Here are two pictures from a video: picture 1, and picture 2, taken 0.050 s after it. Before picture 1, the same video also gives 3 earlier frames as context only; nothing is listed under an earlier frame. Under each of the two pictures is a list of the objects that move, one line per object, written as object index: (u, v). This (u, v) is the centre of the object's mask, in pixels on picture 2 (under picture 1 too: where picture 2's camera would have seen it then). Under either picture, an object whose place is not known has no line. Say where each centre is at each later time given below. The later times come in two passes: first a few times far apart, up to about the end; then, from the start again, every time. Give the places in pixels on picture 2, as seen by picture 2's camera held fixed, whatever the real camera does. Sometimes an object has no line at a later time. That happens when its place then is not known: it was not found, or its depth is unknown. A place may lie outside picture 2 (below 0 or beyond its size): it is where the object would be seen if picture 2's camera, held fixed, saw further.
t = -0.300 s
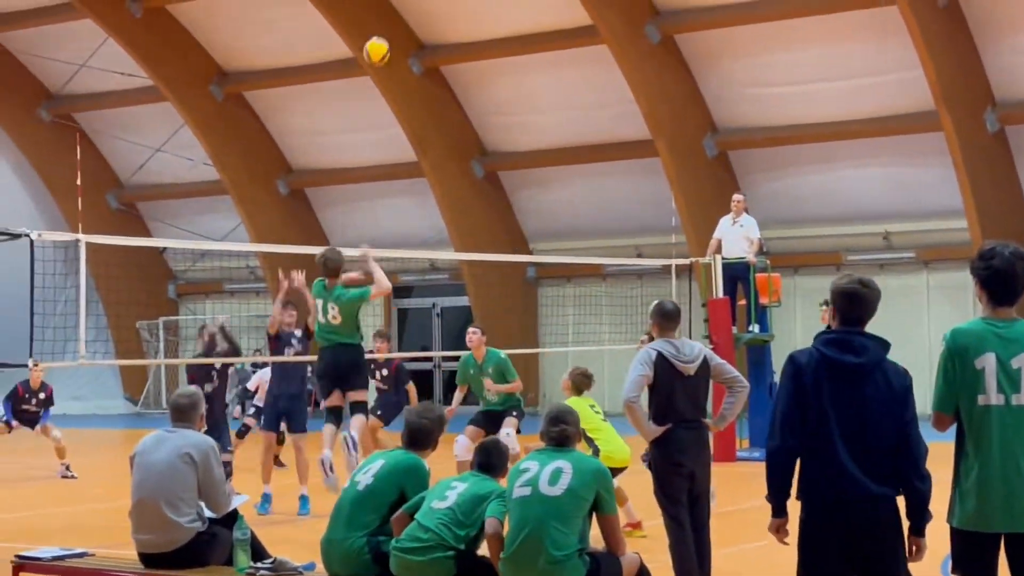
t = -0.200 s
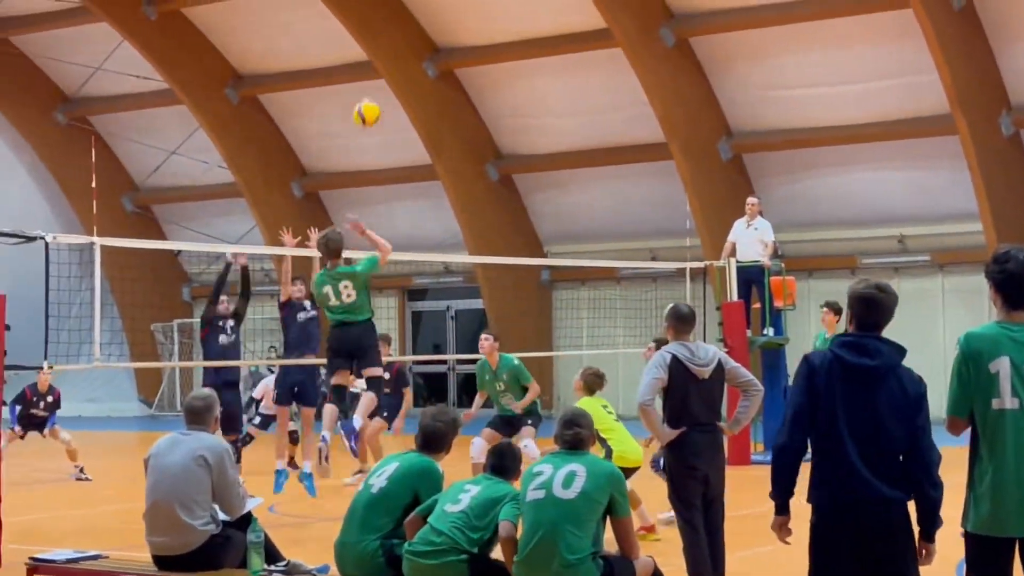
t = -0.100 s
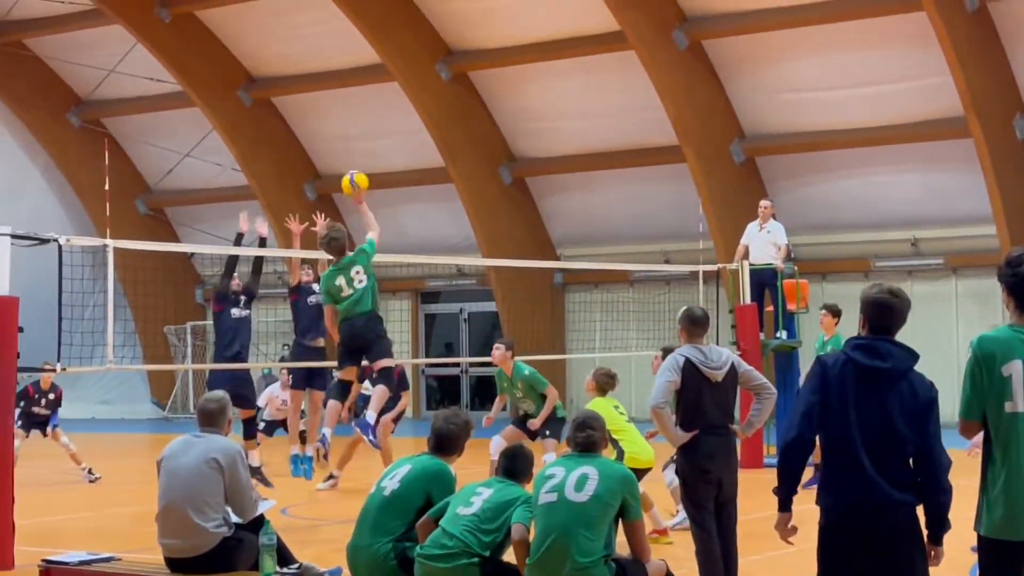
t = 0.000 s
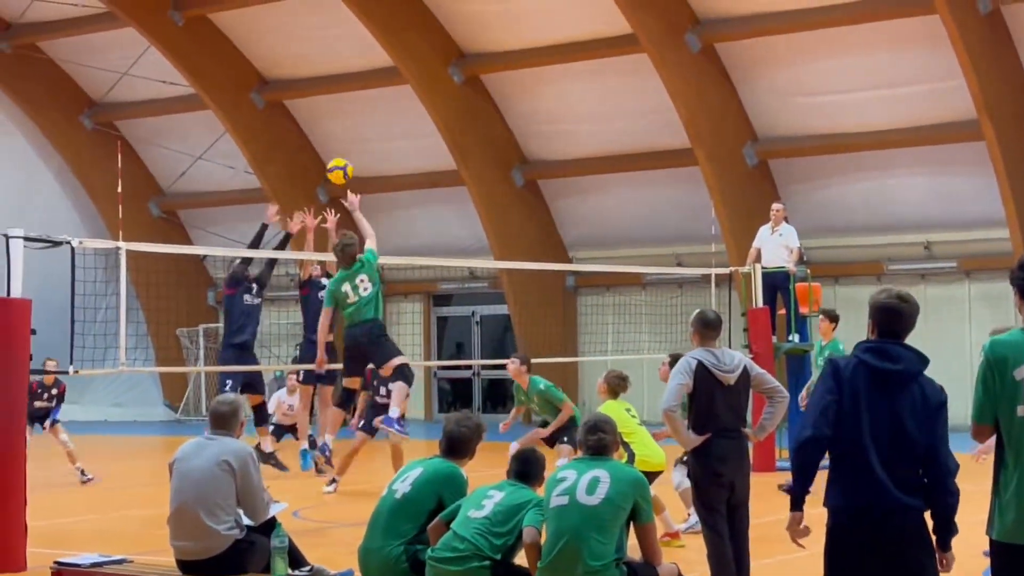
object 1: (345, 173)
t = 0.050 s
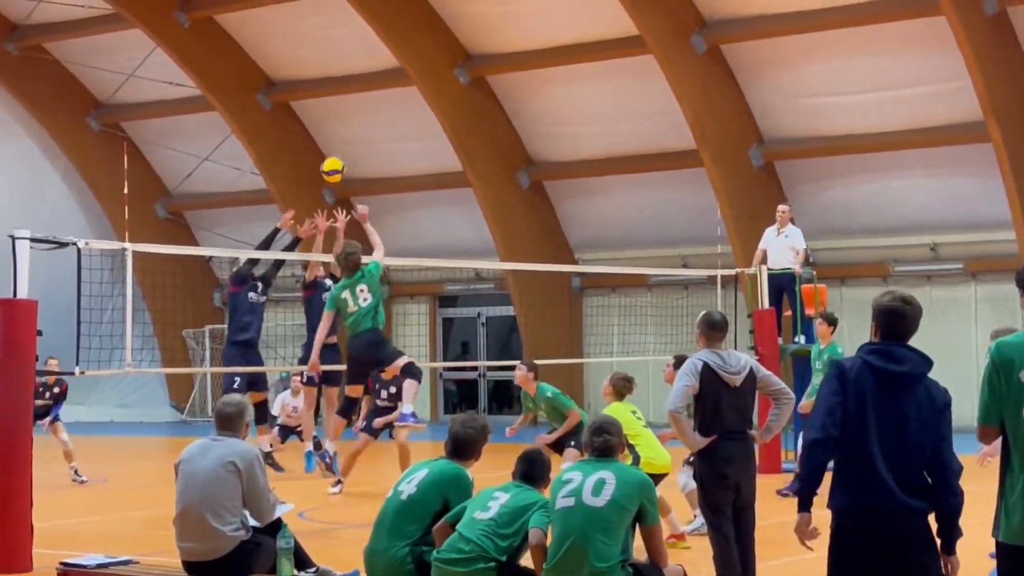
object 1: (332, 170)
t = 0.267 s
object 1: (286, 191)
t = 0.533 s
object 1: (239, 275)
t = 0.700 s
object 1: (214, 348)
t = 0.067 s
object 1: (328, 170)
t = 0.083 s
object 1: (325, 170)
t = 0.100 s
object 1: (321, 170)
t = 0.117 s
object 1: (318, 171)
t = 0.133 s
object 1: (314, 172)
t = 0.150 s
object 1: (310, 173)
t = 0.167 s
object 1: (307, 175)
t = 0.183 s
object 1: (303, 177)
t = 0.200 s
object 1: (299, 179)
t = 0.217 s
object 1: (296, 182)
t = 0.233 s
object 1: (292, 184)
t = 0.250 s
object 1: (289, 187)
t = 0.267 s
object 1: (286, 191)
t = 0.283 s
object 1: (282, 194)
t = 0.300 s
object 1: (279, 197)
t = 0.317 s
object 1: (276, 202)
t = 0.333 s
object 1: (273, 206)
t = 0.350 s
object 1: (270, 211)
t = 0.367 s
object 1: (267, 215)
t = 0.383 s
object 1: (264, 220)
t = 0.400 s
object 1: (261, 225)
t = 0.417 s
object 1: (258, 231)
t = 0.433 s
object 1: (256, 237)
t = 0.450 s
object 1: (253, 241)
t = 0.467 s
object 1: (251, 244)
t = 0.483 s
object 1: (246, 255)
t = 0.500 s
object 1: (244, 265)
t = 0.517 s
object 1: (242, 269)
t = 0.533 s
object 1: (239, 275)
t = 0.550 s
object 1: (237, 282)
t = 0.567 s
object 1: (234, 289)
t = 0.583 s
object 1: (232, 297)
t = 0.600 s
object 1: (230, 304)
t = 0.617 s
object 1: (228, 311)
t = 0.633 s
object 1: (226, 318)
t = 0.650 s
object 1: (223, 327)
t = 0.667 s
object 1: (221, 336)
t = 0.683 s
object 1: (219, 343)
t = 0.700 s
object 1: (214, 348)
